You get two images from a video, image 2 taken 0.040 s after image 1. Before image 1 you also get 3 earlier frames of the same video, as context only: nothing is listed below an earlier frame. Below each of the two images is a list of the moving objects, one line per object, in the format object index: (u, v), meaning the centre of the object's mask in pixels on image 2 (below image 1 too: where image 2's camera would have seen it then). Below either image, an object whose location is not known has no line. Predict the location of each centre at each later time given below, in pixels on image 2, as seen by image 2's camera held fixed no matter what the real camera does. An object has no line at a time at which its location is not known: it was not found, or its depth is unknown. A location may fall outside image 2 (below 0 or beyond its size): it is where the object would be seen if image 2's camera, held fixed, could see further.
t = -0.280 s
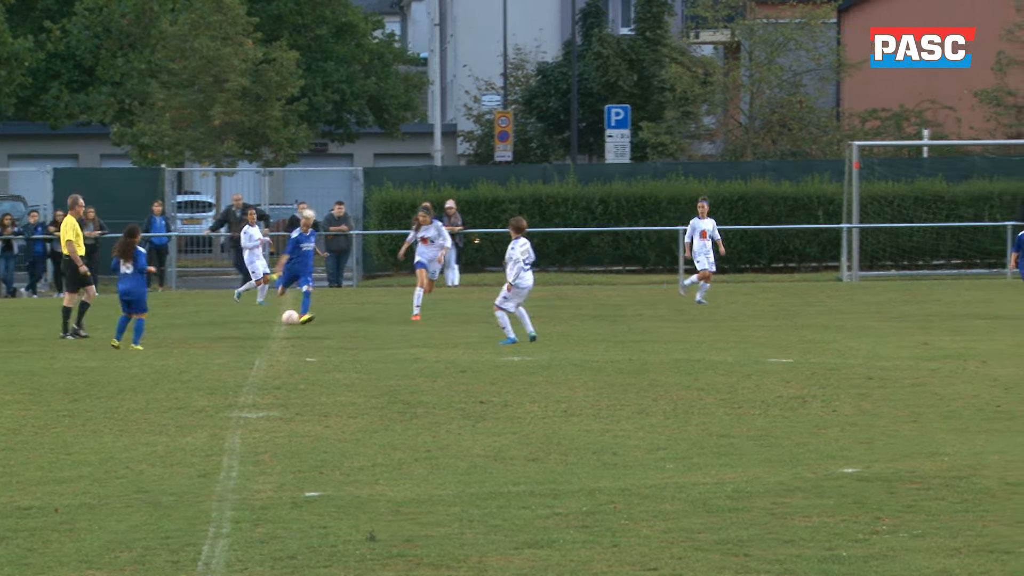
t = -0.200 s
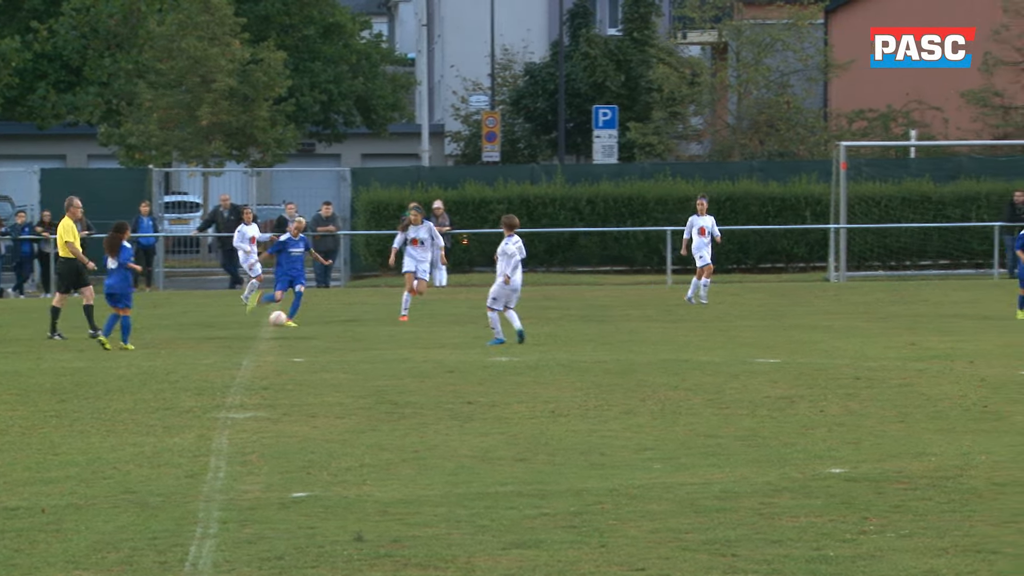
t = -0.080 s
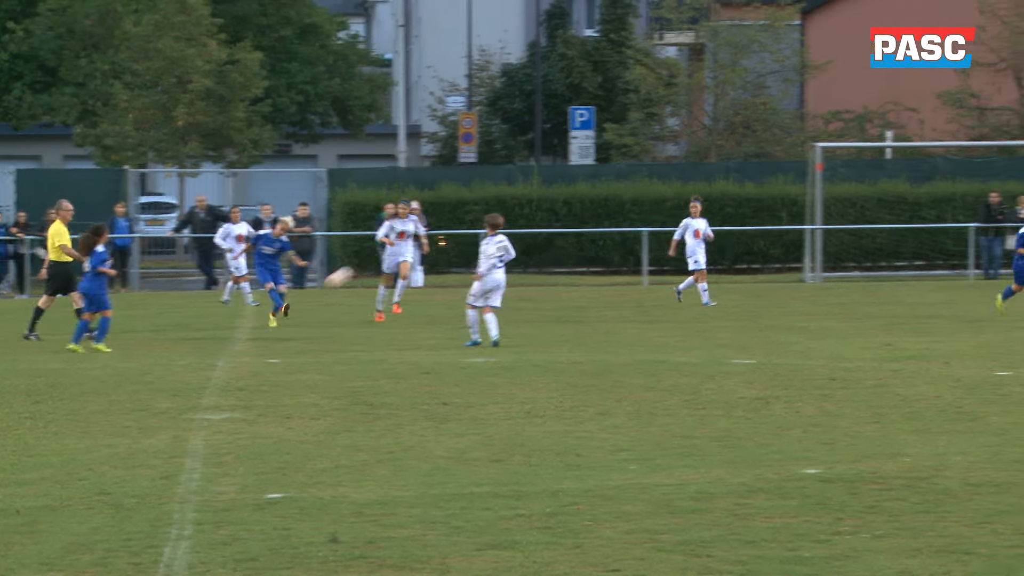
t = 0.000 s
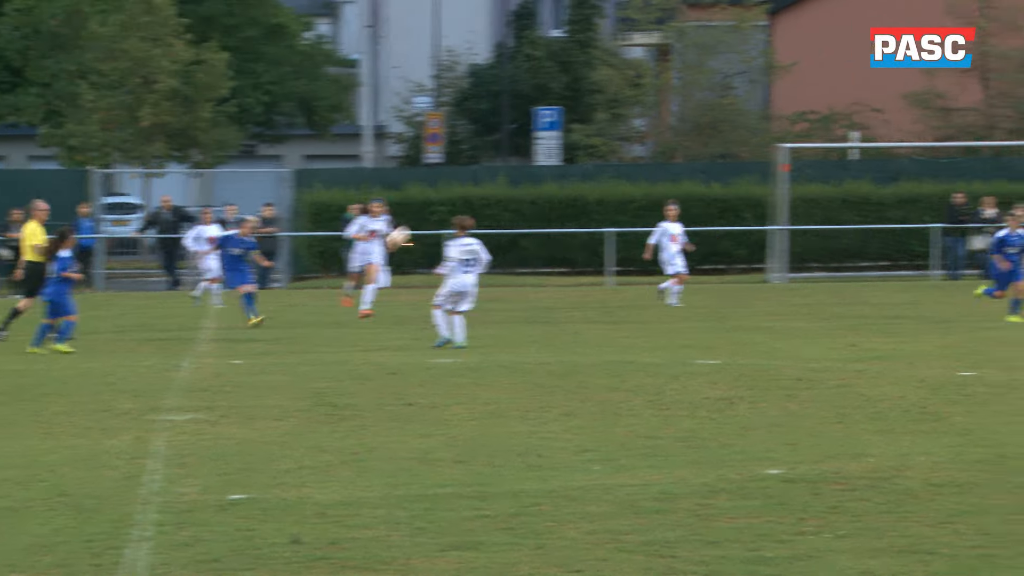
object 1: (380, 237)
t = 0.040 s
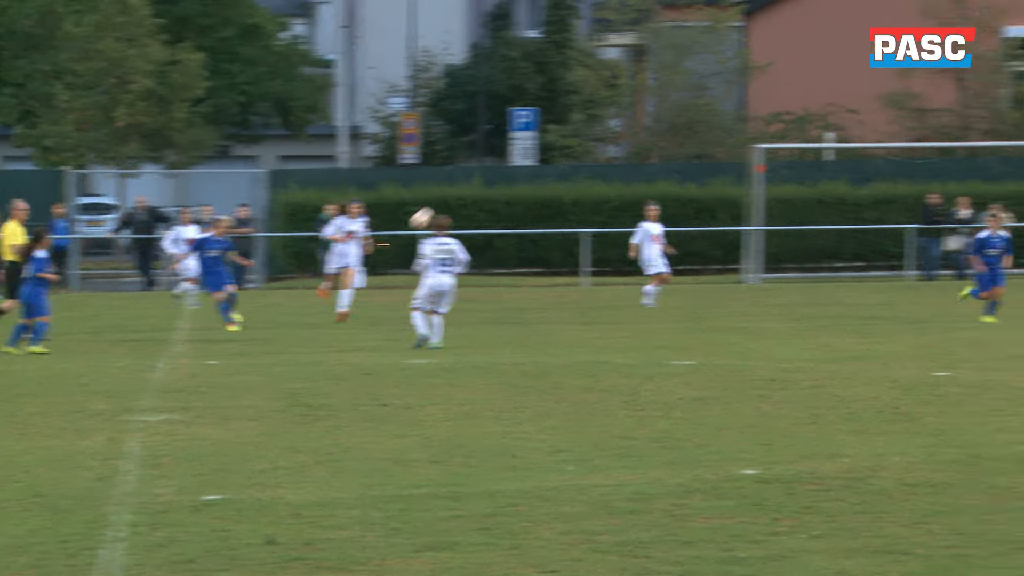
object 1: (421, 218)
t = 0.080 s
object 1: (461, 200)
